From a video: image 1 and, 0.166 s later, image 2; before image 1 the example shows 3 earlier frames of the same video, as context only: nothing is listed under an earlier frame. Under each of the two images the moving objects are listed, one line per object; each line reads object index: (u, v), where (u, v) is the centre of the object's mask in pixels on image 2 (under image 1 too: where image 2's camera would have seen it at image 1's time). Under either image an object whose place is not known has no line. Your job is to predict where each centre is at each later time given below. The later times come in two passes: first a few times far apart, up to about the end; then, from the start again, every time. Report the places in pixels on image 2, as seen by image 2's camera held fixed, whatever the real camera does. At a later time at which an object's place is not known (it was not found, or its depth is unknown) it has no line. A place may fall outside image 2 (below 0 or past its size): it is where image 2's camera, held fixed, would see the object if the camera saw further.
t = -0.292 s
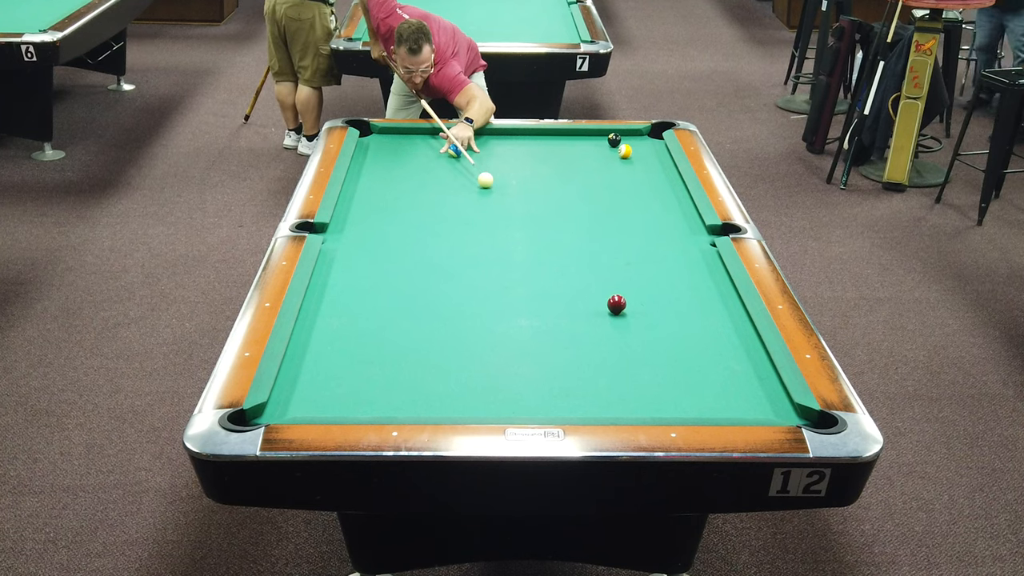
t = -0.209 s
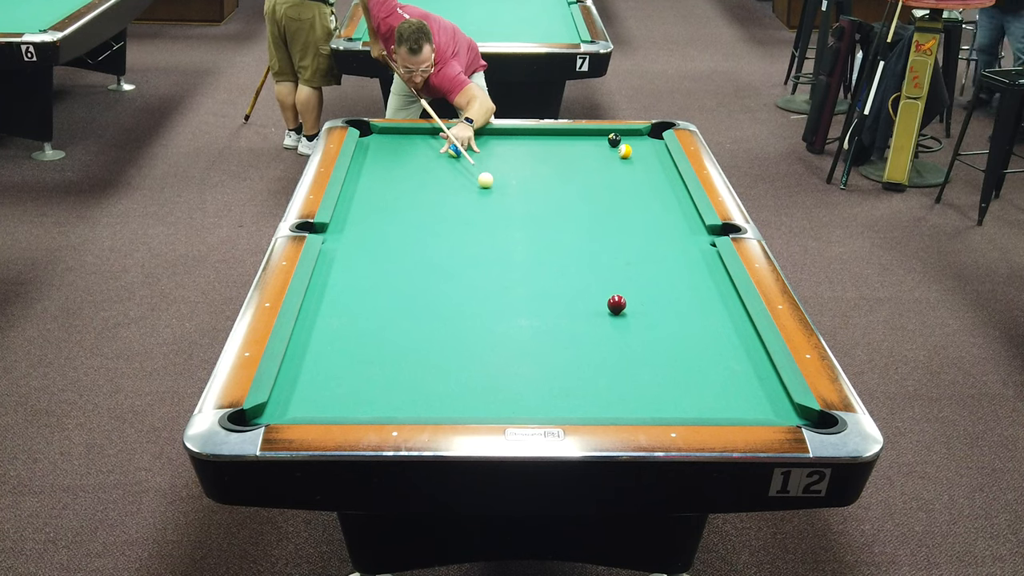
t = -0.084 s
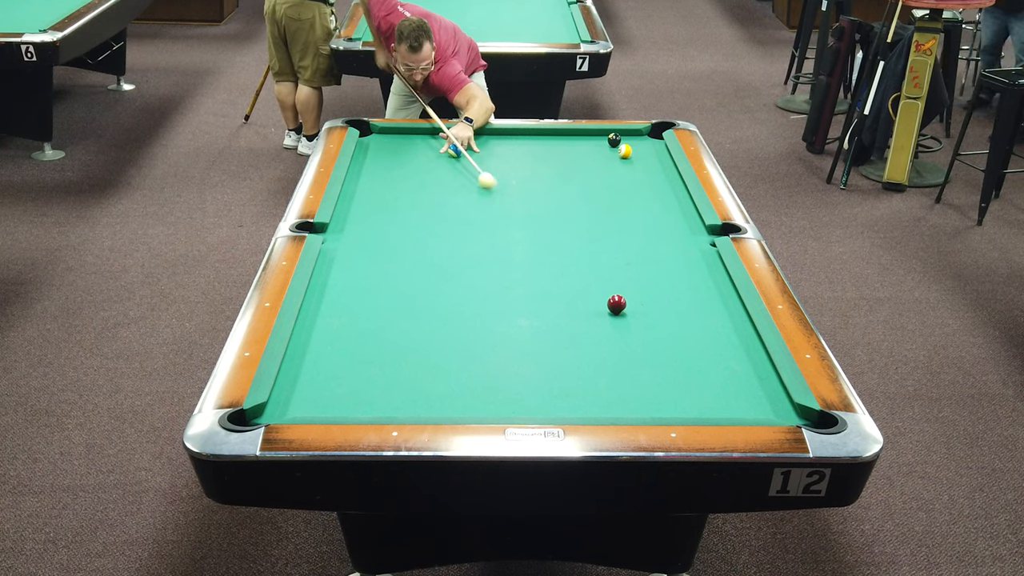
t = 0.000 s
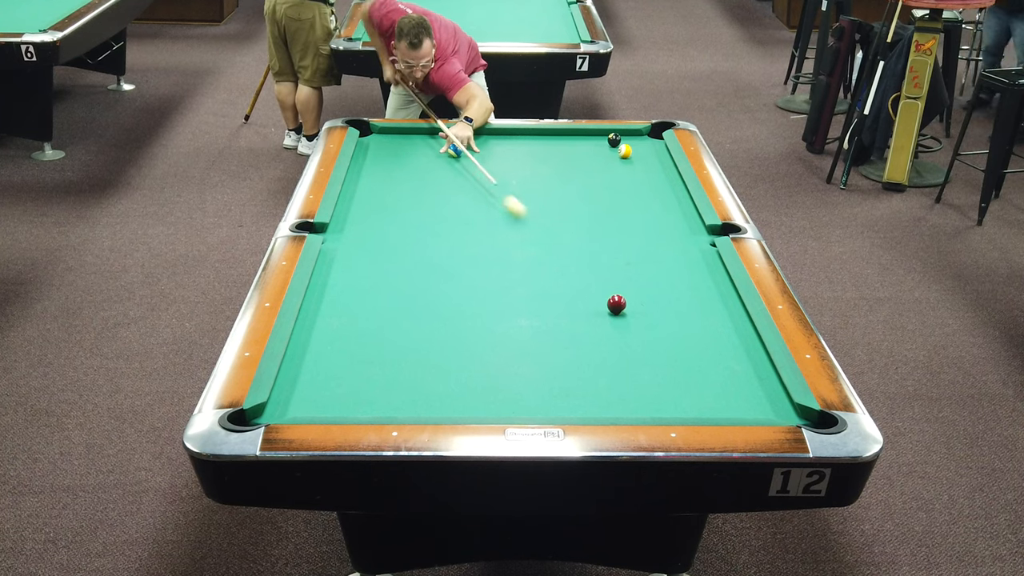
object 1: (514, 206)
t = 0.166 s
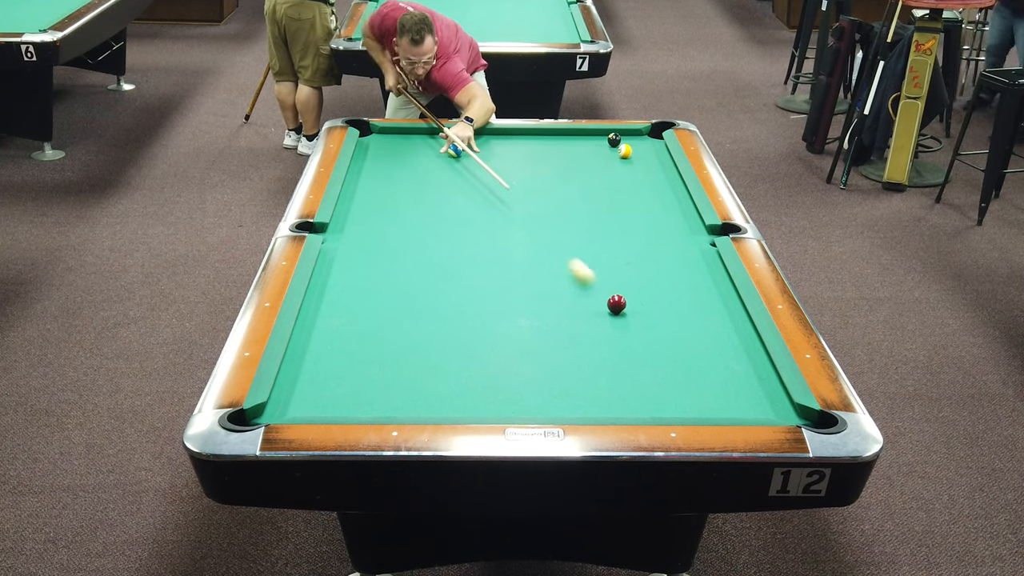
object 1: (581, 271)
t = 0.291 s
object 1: (595, 302)
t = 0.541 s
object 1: (576, 335)
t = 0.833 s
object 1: (574, 397)
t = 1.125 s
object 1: (551, 384)
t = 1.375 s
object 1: (529, 354)
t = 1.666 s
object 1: (506, 323)
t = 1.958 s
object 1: (486, 297)
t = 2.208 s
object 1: (470, 276)
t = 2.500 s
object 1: (455, 255)
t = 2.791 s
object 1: (440, 236)
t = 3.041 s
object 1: (429, 221)
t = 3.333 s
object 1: (417, 206)
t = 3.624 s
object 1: (406, 192)
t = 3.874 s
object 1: (398, 181)
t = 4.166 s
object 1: (388, 170)
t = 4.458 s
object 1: (380, 159)
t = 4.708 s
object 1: (373, 151)
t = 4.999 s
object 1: (365, 142)
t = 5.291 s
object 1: (370, 136)
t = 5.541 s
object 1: (376, 131)
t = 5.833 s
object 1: (375, 132)
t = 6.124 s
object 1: (372, 134)
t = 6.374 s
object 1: (370, 136)
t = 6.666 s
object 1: (368, 138)
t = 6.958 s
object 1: (366, 139)
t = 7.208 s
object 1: (365, 140)
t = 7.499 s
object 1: (365, 140)
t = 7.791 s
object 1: (365, 140)
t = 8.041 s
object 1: (365, 140)
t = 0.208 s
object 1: (599, 288)
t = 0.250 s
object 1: (601, 299)
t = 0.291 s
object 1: (595, 302)
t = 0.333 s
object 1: (590, 306)
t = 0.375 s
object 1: (585, 310)
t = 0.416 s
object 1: (582, 315)
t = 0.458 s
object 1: (579, 321)
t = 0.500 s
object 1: (577, 328)
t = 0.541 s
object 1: (576, 335)
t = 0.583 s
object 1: (576, 343)
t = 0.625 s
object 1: (575, 352)
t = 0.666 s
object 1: (575, 360)
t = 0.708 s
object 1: (575, 369)
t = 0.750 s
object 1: (575, 378)
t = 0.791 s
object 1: (575, 388)
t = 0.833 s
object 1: (574, 397)
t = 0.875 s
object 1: (574, 405)
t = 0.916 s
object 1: (572, 409)
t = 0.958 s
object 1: (568, 405)
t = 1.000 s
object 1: (564, 400)
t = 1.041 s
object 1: (559, 395)
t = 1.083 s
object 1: (555, 389)
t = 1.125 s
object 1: (551, 384)
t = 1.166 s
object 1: (547, 378)
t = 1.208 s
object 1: (543, 373)
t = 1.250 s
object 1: (540, 368)
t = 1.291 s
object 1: (536, 364)
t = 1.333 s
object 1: (532, 359)
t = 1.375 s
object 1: (529, 354)
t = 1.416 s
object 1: (525, 349)
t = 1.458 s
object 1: (522, 345)
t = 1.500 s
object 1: (519, 340)
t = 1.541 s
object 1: (515, 336)
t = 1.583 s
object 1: (512, 332)
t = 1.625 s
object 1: (509, 328)
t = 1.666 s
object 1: (506, 323)
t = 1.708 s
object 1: (503, 319)
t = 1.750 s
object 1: (500, 315)
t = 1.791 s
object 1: (497, 312)
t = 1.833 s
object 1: (494, 307)
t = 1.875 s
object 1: (491, 304)
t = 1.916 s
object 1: (489, 300)
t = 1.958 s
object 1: (486, 297)
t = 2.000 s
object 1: (483, 293)
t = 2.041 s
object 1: (481, 289)
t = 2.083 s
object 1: (478, 286)
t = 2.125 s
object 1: (475, 283)
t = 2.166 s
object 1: (473, 280)
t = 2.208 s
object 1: (470, 276)
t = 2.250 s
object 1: (468, 273)
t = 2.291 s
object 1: (466, 270)
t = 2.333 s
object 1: (463, 267)
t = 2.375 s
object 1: (461, 264)
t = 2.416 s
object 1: (459, 261)
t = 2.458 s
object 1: (457, 258)
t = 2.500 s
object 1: (455, 255)
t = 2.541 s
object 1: (452, 252)
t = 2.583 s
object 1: (450, 249)
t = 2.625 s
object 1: (448, 246)
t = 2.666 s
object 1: (446, 244)
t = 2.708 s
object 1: (444, 241)
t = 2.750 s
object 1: (442, 238)
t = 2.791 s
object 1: (440, 236)
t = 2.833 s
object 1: (438, 233)
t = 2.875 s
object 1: (436, 231)
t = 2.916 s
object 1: (435, 228)
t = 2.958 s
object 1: (433, 226)
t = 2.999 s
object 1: (431, 224)
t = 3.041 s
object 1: (429, 221)
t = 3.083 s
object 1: (427, 219)
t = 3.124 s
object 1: (426, 217)
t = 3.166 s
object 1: (424, 214)
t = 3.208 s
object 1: (422, 212)
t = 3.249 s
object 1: (421, 210)
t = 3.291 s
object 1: (419, 208)
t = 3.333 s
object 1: (417, 206)
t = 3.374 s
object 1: (416, 204)
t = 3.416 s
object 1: (414, 202)
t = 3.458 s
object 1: (412, 200)
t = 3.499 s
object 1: (411, 198)
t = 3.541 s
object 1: (409, 196)
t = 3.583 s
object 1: (408, 194)
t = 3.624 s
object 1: (406, 192)
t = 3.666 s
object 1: (405, 190)
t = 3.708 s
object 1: (403, 188)
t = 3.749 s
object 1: (402, 186)
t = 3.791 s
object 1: (400, 185)
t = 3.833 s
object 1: (399, 183)
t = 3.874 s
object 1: (398, 181)
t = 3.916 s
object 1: (396, 179)
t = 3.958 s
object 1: (395, 178)
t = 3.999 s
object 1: (393, 176)
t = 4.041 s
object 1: (392, 175)
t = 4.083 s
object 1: (391, 173)
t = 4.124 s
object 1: (389, 171)
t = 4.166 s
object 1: (388, 170)
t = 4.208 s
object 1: (387, 168)
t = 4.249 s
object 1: (386, 167)
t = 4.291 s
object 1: (384, 165)
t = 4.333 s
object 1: (383, 164)
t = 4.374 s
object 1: (382, 162)
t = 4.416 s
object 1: (381, 161)
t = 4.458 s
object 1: (380, 159)
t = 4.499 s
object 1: (379, 158)
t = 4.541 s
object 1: (378, 156)
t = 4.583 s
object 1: (376, 155)
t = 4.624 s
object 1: (375, 153)
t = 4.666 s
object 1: (374, 152)
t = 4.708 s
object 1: (373, 151)
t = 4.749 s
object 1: (372, 150)
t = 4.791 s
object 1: (371, 148)
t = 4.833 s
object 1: (370, 147)
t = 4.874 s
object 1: (369, 146)
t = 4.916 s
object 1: (367, 145)
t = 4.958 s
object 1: (367, 143)
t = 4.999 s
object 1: (365, 142)
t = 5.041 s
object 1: (365, 141)
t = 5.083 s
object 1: (365, 140)
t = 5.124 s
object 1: (366, 139)
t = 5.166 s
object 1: (367, 138)
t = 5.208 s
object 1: (368, 137)
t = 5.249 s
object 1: (369, 136)
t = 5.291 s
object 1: (370, 136)
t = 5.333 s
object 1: (371, 135)
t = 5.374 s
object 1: (372, 134)
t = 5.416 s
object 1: (373, 133)
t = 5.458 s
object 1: (374, 132)
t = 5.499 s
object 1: (375, 131)
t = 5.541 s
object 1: (376, 131)
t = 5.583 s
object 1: (377, 130)
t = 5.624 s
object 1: (377, 130)
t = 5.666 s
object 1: (376, 131)
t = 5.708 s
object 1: (376, 131)
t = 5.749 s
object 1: (376, 131)
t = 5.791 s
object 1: (375, 132)
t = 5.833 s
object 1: (375, 132)
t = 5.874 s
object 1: (374, 132)
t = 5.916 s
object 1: (374, 133)
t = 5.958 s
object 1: (373, 133)
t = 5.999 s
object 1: (373, 133)
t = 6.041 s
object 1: (372, 134)
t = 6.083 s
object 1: (372, 134)
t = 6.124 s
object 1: (372, 134)
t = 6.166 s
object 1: (371, 135)
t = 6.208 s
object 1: (371, 135)
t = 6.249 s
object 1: (371, 135)
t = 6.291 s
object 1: (370, 135)
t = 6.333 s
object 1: (370, 135)
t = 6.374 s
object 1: (370, 136)
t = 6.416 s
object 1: (369, 136)
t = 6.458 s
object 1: (369, 136)
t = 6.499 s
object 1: (369, 137)
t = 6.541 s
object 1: (369, 137)
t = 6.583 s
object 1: (368, 137)
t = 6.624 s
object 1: (368, 137)
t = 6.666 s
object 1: (368, 138)
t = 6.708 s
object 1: (368, 138)
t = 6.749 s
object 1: (367, 138)
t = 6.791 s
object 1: (367, 138)
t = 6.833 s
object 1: (367, 138)
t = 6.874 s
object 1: (367, 138)
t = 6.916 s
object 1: (366, 138)
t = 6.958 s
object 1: (366, 139)
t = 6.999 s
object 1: (366, 139)
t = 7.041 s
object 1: (366, 139)
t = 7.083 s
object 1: (365, 139)
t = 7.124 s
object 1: (365, 140)
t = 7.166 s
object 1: (365, 140)
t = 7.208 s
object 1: (365, 140)
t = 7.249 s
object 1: (365, 140)
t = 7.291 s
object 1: (365, 140)
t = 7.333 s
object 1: (365, 140)
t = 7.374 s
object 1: (365, 140)
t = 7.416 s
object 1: (365, 140)
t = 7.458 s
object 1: (365, 140)
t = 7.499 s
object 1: (365, 140)
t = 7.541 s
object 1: (365, 140)
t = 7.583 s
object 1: (365, 140)
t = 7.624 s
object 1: (365, 140)
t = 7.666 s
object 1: (365, 140)
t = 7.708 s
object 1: (365, 140)
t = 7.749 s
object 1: (365, 140)
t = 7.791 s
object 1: (365, 140)
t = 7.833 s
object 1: (365, 140)
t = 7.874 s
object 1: (365, 140)
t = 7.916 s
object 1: (365, 140)
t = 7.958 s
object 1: (365, 140)
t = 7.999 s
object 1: (365, 140)
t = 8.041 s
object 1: (365, 140)
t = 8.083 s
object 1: (365, 140)
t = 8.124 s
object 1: (365, 141)
